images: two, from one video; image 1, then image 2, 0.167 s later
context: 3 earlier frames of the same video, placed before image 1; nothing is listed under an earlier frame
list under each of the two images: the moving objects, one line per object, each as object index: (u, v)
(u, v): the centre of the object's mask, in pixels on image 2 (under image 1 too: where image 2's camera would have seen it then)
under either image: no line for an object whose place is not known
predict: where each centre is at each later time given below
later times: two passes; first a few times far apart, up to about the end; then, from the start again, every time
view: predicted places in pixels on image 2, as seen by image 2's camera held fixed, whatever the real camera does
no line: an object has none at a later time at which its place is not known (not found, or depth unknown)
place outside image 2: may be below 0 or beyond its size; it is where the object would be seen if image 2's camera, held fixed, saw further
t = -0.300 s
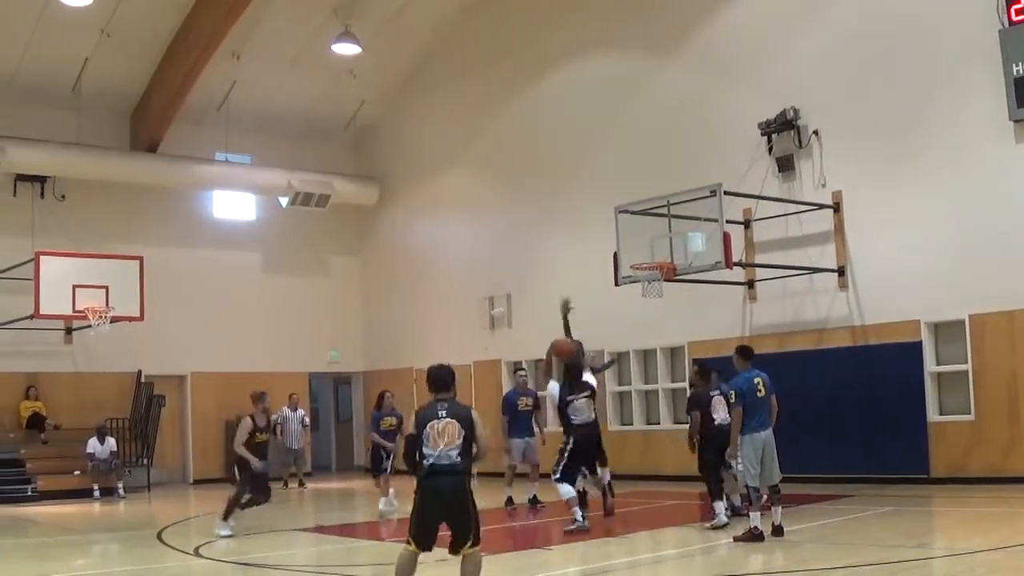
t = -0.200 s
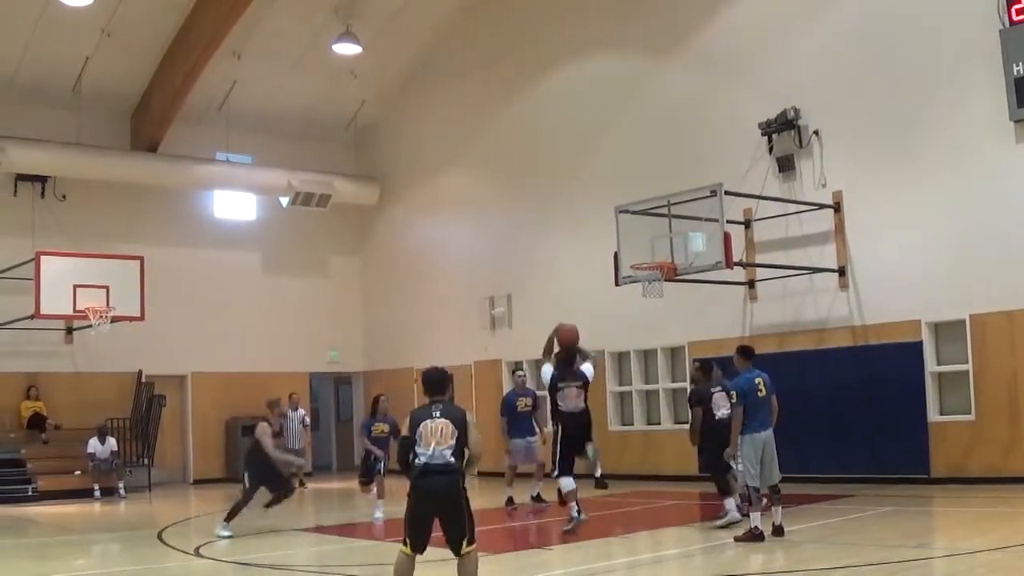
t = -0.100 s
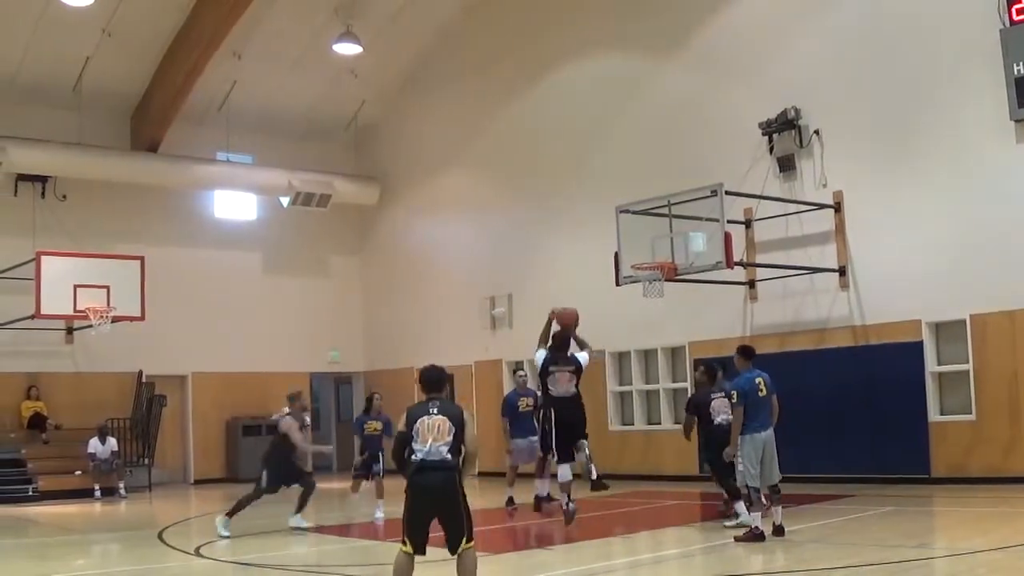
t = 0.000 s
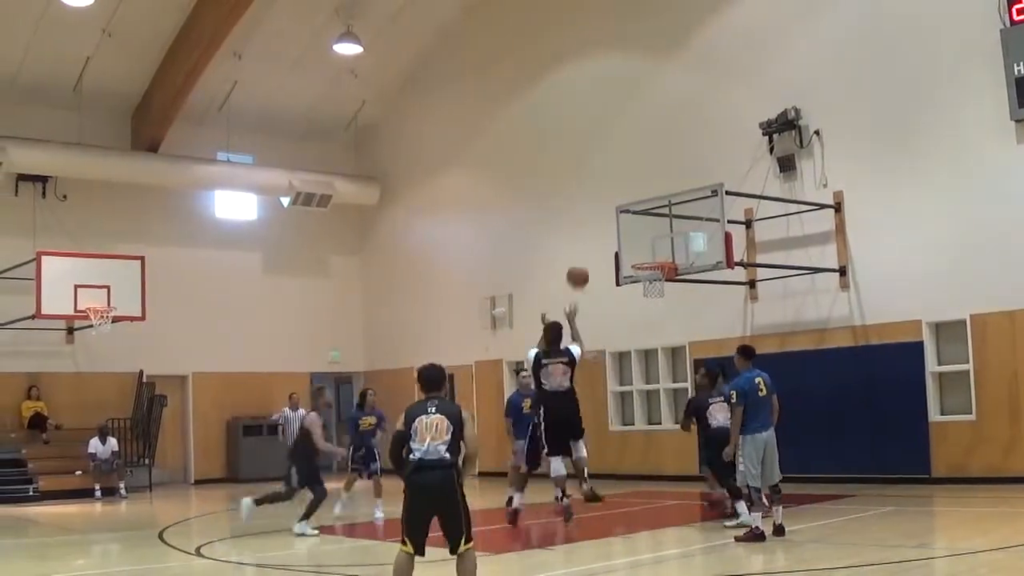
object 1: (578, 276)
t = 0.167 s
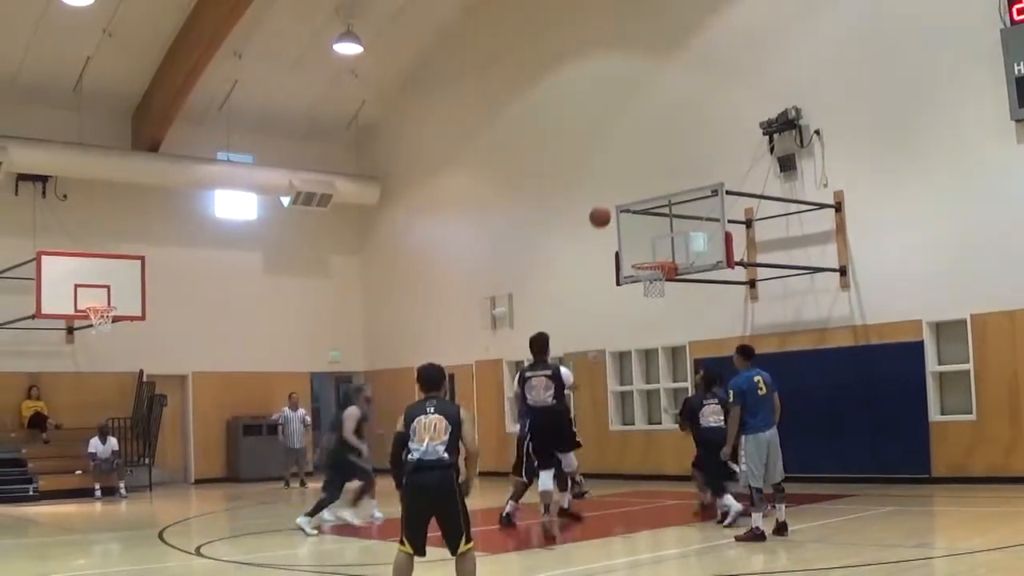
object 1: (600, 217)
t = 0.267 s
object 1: (612, 195)
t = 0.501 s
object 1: (641, 180)
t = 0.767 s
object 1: (672, 216)
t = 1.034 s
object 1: (688, 262)
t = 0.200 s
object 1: (604, 209)
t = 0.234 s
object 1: (608, 202)
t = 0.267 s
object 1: (612, 195)
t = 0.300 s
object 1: (617, 190)
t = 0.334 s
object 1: (621, 186)
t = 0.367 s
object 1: (625, 183)
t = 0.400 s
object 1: (629, 181)
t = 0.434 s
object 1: (633, 180)
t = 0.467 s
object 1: (637, 180)
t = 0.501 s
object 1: (641, 180)
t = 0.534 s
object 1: (645, 182)
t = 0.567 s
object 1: (649, 184)
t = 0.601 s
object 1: (653, 188)
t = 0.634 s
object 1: (657, 191)
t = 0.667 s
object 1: (661, 196)
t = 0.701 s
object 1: (665, 202)
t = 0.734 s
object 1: (670, 207)
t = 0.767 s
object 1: (672, 216)
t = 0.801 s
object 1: (676, 225)
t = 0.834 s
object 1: (680, 234)
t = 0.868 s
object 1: (684, 243)
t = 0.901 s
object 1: (683, 251)
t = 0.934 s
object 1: (677, 259)
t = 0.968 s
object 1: (679, 260)
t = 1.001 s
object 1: (683, 261)
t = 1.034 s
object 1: (688, 262)
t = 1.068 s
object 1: (693, 264)
